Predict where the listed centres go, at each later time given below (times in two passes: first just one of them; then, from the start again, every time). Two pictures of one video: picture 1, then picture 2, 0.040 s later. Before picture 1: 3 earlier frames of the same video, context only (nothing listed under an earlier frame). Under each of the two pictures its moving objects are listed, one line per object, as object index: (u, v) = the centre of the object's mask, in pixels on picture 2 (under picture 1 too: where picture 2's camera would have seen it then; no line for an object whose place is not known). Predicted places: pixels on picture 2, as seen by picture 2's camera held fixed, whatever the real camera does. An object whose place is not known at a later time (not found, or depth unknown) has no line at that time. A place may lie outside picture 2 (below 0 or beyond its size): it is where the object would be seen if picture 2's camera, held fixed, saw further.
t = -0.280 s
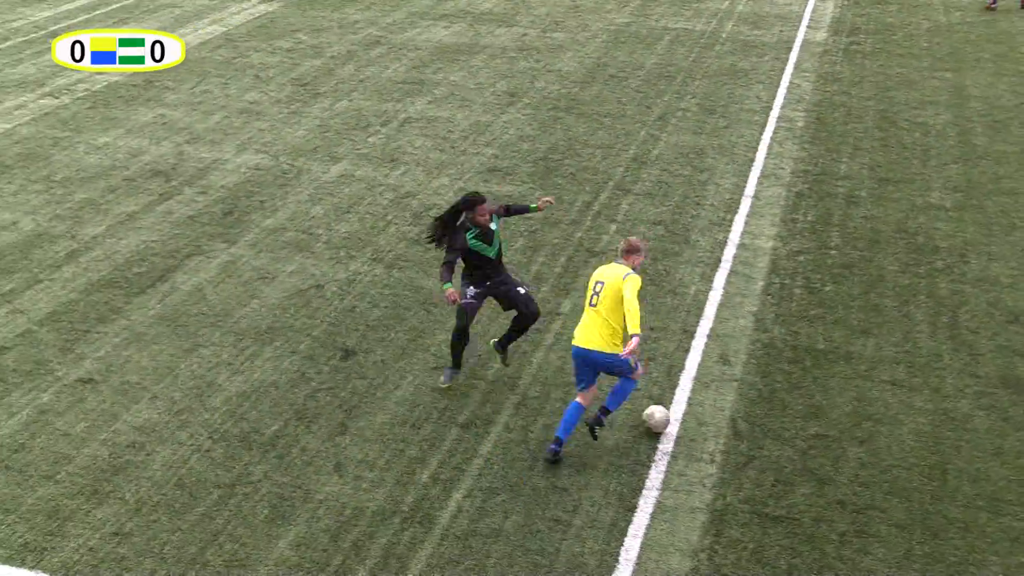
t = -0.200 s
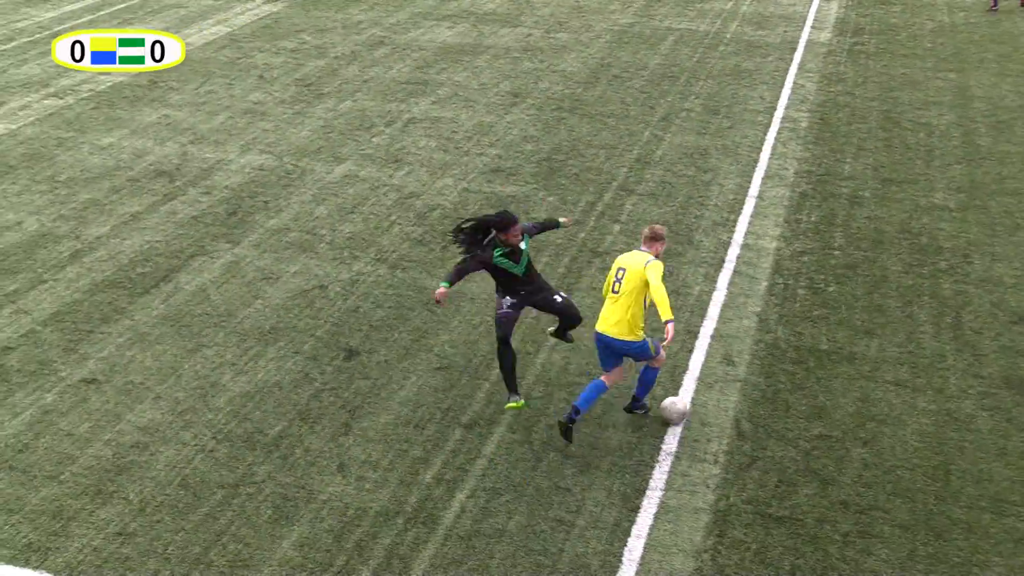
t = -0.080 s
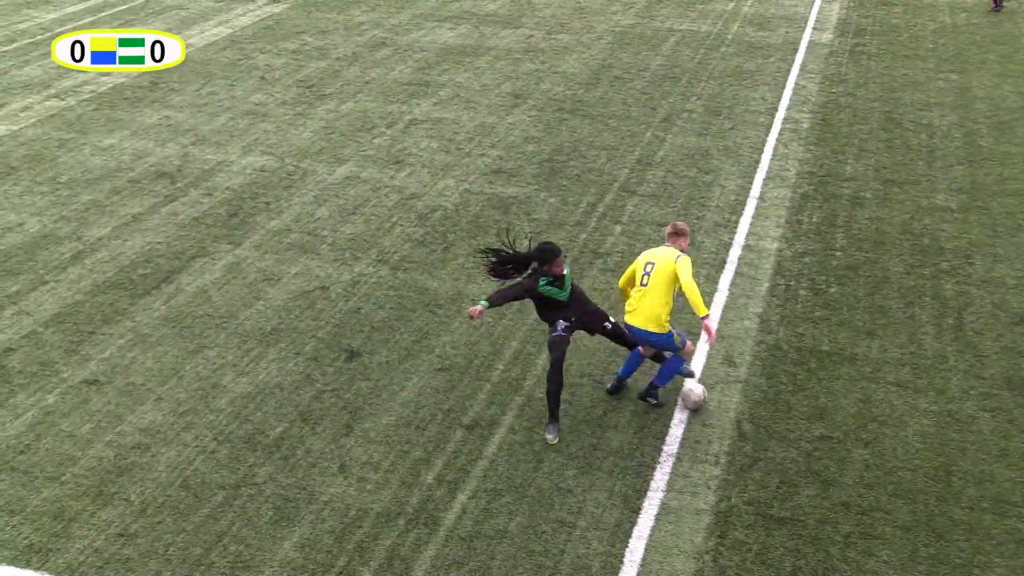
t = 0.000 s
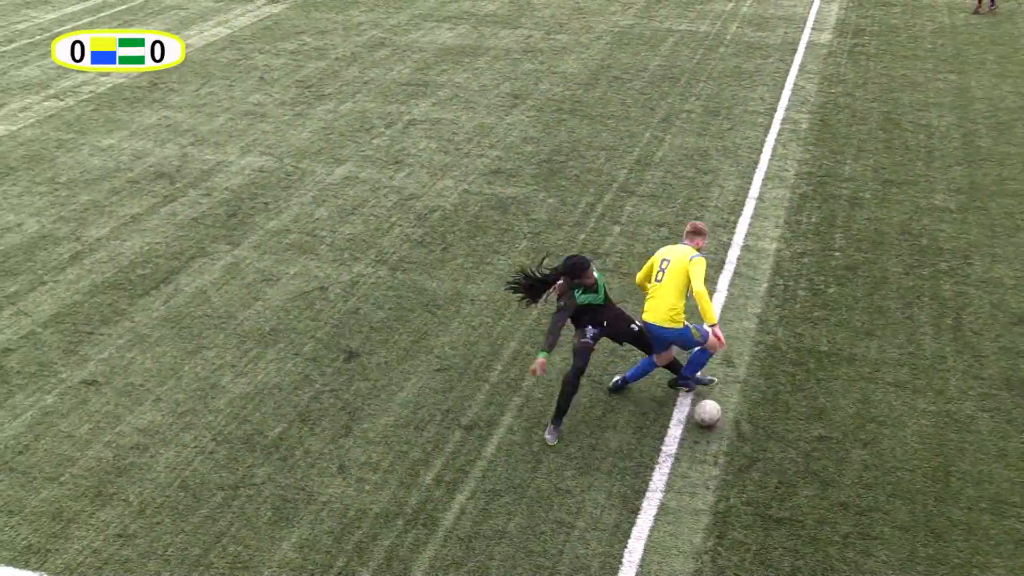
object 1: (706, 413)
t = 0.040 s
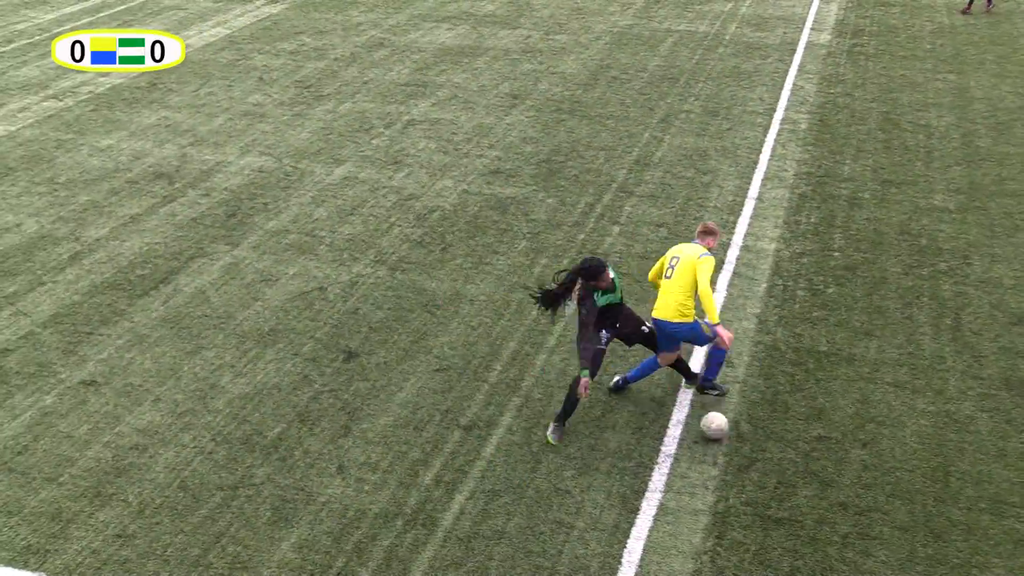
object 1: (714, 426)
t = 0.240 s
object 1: (751, 482)
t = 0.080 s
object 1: (722, 438)
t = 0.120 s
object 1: (729, 450)
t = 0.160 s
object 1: (736, 462)
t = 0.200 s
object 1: (744, 471)
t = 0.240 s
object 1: (751, 482)
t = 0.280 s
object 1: (759, 494)
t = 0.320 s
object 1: (768, 504)
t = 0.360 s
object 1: (775, 516)
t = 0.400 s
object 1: (783, 527)
